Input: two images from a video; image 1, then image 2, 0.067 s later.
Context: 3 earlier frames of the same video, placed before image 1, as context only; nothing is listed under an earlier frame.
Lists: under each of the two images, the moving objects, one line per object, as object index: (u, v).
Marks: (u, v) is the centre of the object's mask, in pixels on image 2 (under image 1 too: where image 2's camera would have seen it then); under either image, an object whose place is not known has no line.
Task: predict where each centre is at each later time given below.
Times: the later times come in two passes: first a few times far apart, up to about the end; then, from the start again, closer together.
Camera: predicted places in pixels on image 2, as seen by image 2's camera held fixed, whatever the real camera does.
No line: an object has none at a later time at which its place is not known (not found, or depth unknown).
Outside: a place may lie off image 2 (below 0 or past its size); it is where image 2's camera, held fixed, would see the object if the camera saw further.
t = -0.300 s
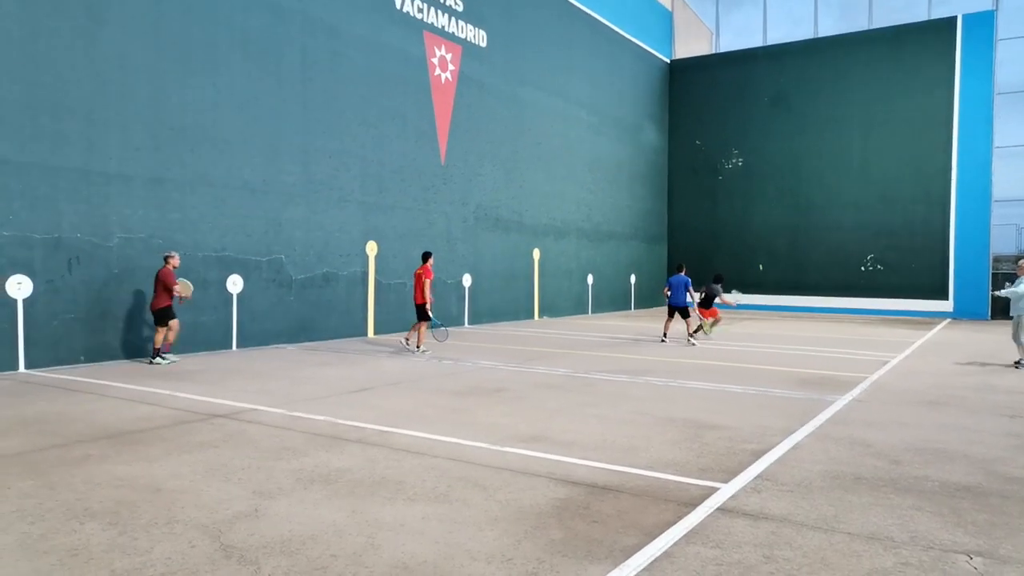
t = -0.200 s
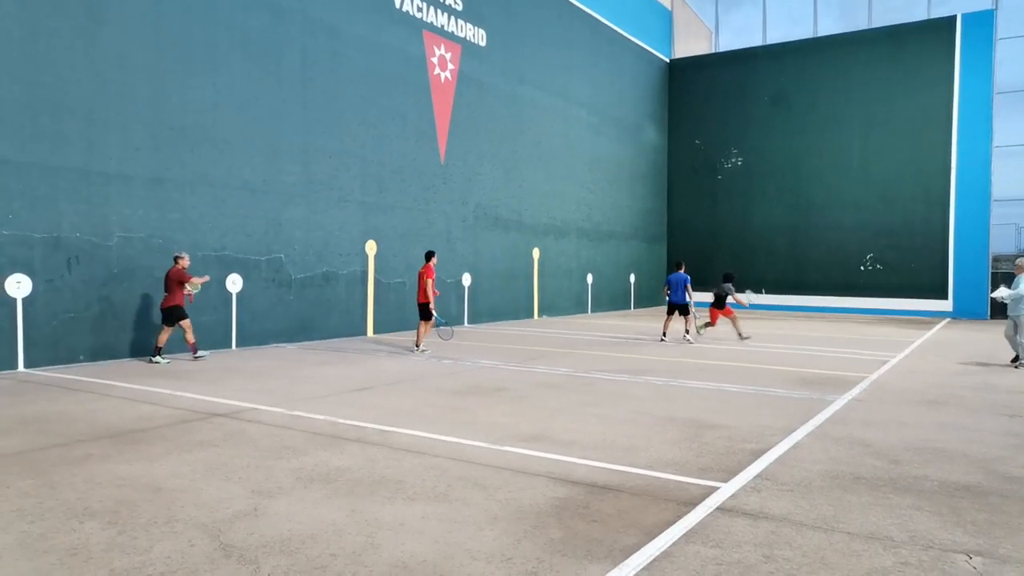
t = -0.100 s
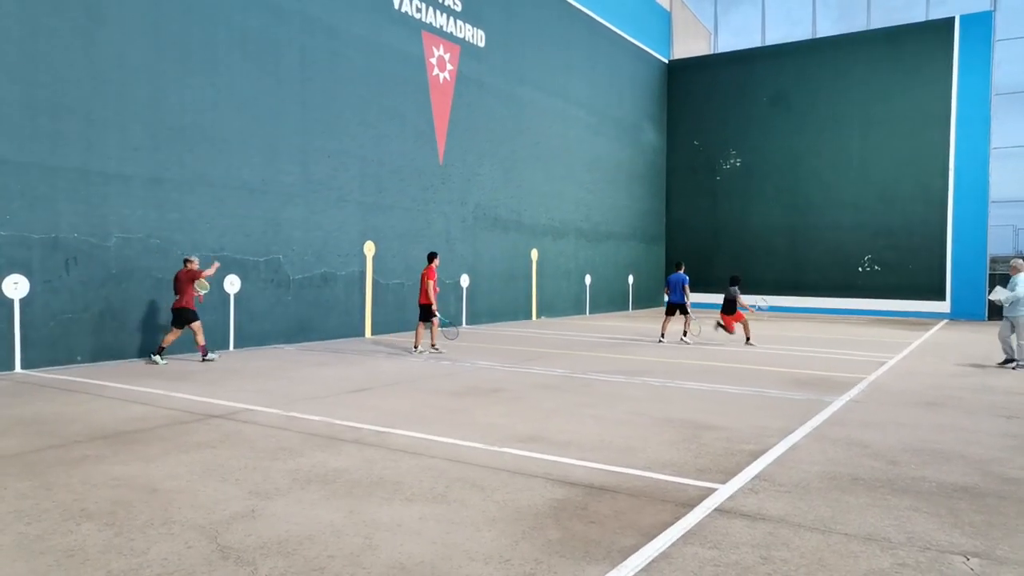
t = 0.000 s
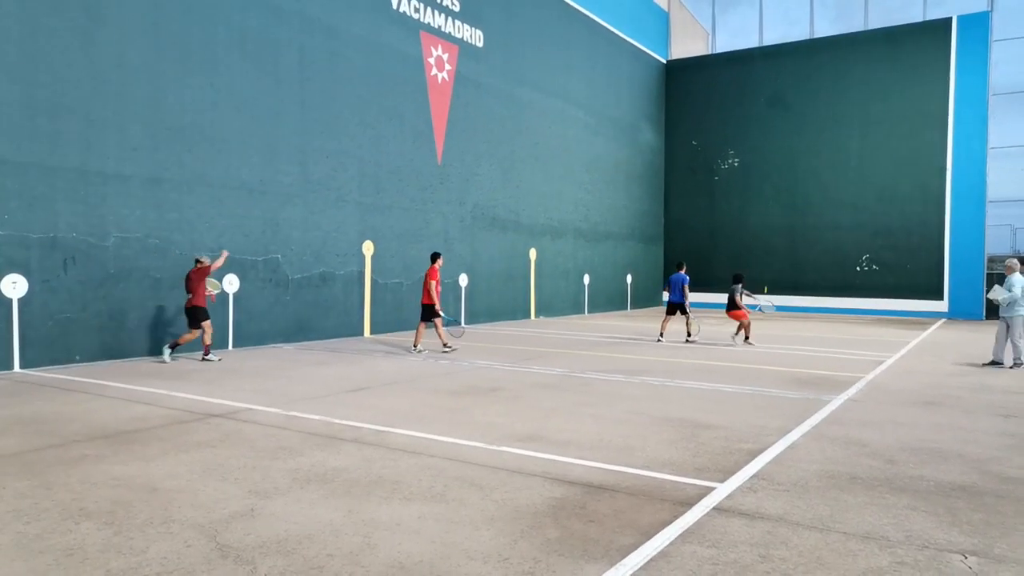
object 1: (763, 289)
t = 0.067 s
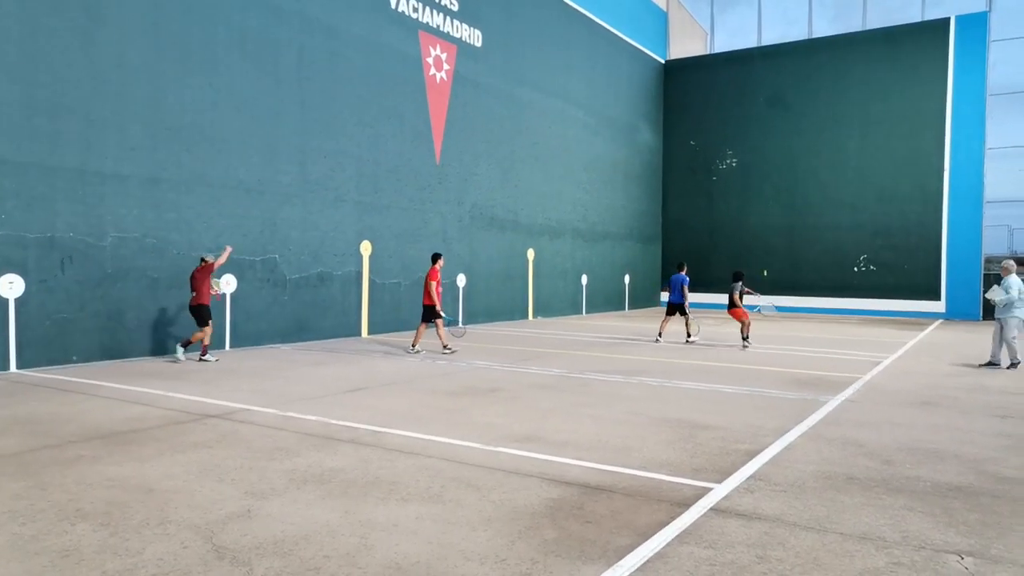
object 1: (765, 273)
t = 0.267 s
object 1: (772, 228)
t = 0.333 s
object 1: (774, 215)
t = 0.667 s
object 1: (789, 170)
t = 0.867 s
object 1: (799, 164)
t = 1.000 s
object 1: (807, 173)
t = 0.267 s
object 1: (772, 228)
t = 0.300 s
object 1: (774, 221)
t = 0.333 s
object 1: (774, 215)
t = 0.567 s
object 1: (784, 180)
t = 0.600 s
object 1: (785, 176)
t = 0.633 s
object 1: (787, 173)
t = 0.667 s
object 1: (789, 170)
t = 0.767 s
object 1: (794, 165)
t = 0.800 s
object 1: (796, 163)
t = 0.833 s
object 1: (797, 163)
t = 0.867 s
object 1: (799, 164)
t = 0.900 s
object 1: (801, 165)
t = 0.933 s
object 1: (803, 167)
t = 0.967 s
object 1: (806, 170)
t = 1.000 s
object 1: (807, 173)
